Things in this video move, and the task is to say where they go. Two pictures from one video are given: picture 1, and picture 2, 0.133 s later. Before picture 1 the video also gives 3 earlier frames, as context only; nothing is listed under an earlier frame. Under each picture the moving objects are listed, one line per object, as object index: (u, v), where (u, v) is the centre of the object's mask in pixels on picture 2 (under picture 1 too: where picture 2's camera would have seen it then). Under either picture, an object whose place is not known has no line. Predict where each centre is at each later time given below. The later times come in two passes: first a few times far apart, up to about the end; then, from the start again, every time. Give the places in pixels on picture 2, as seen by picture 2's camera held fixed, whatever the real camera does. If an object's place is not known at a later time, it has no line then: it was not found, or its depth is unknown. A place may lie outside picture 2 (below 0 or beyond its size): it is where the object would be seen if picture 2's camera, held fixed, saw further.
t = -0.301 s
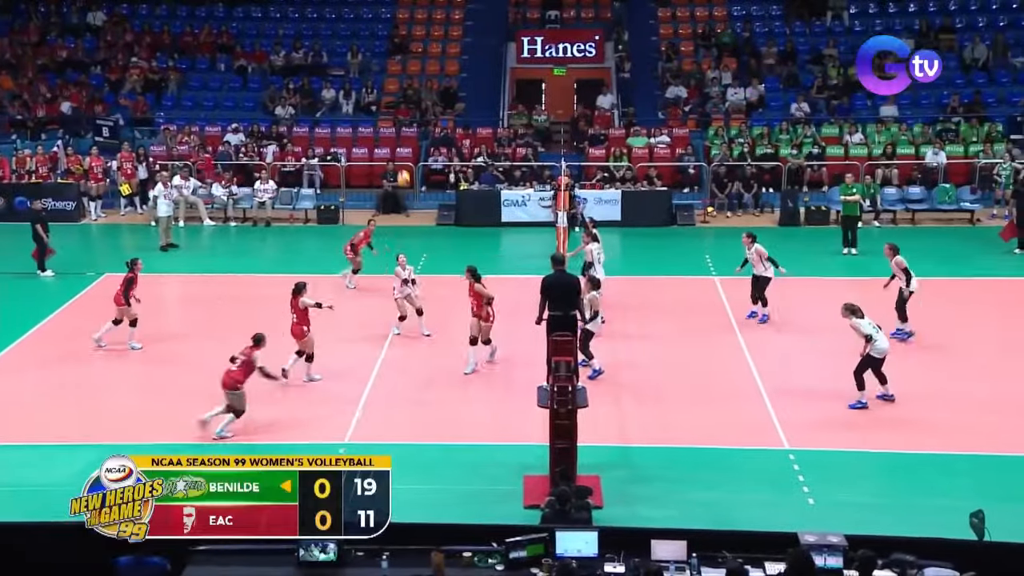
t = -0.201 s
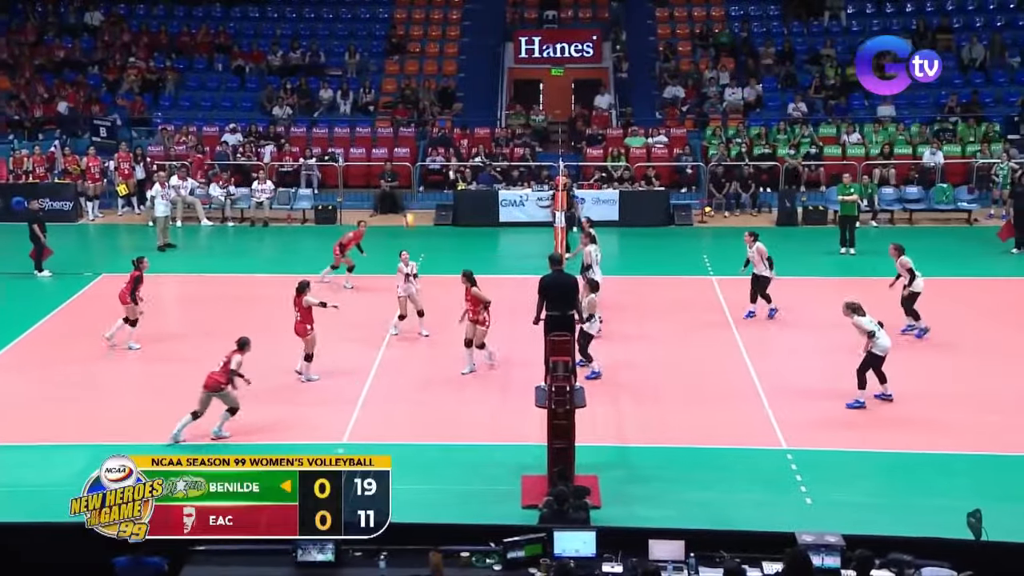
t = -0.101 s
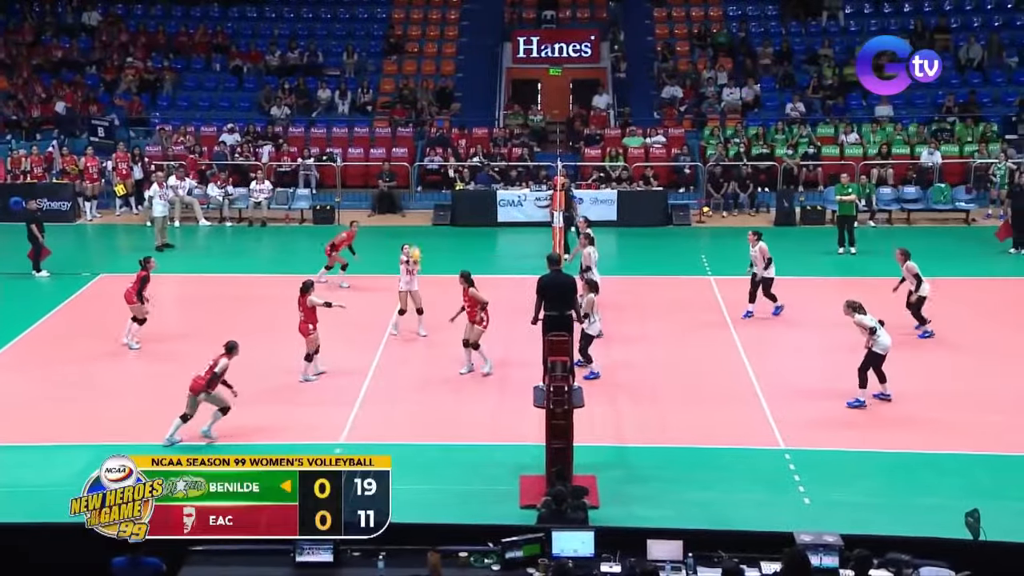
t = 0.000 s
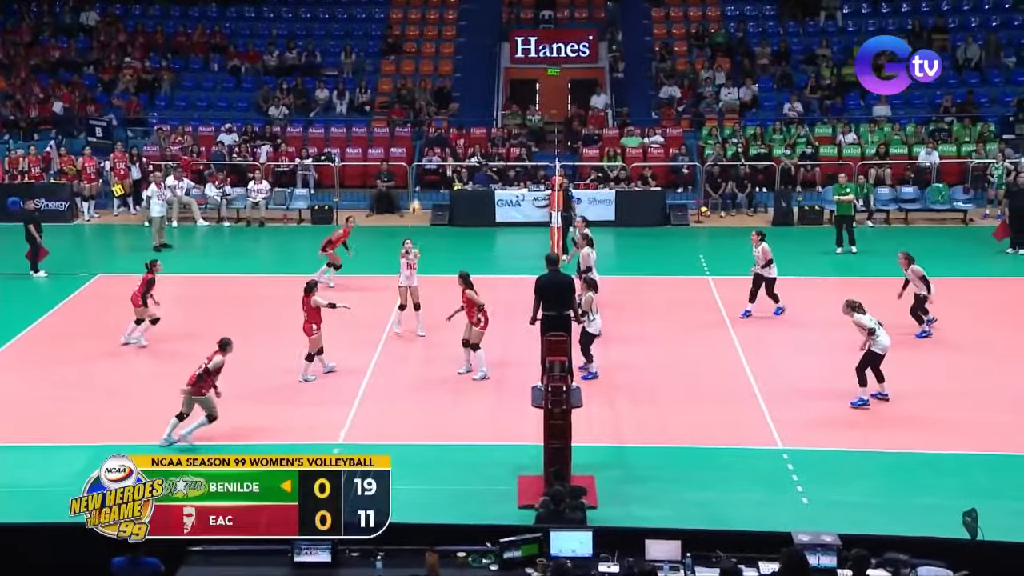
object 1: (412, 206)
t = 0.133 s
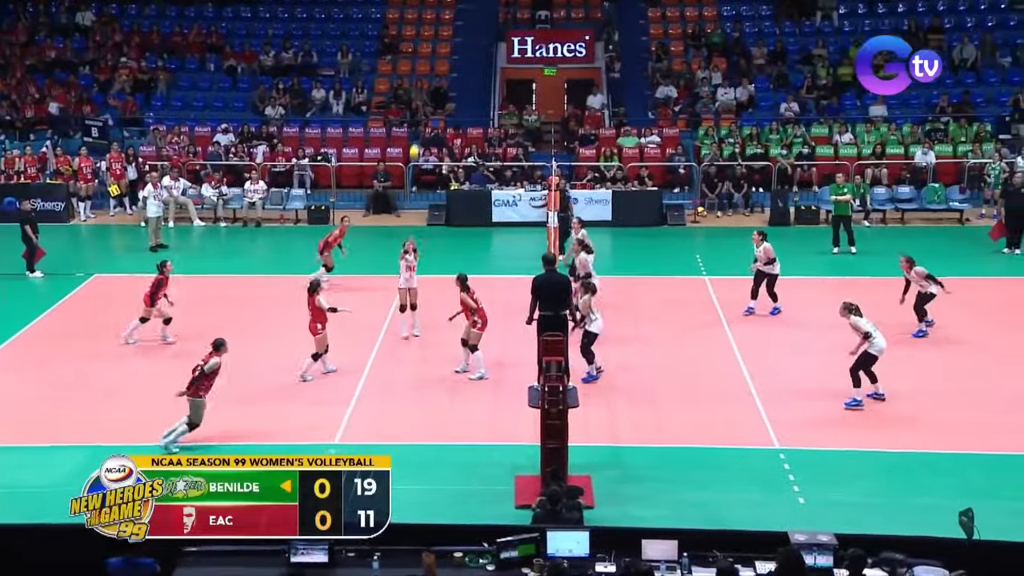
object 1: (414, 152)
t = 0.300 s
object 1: (420, 96)
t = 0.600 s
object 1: (430, 37)
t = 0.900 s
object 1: (443, 38)
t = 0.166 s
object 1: (416, 139)
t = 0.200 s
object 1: (417, 128)
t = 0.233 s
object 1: (418, 118)
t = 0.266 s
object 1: (419, 107)
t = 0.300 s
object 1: (420, 96)
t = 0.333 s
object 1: (421, 87)
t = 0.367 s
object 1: (422, 79)
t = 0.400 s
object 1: (423, 70)
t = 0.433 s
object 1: (424, 62)
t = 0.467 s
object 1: (425, 56)
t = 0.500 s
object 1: (426, 50)
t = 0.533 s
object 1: (427, 45)
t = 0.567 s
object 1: (429, 41)
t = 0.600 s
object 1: (430, 37)
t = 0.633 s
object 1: (431, 35)
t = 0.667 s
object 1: (432, 33)
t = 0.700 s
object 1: (434, 31)
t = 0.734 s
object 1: (435, 30)
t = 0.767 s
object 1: (437, 30)
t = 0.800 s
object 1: (438, 31)
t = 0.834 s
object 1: (439, 33)
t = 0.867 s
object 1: (441, 35)
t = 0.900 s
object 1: (443, 38)
